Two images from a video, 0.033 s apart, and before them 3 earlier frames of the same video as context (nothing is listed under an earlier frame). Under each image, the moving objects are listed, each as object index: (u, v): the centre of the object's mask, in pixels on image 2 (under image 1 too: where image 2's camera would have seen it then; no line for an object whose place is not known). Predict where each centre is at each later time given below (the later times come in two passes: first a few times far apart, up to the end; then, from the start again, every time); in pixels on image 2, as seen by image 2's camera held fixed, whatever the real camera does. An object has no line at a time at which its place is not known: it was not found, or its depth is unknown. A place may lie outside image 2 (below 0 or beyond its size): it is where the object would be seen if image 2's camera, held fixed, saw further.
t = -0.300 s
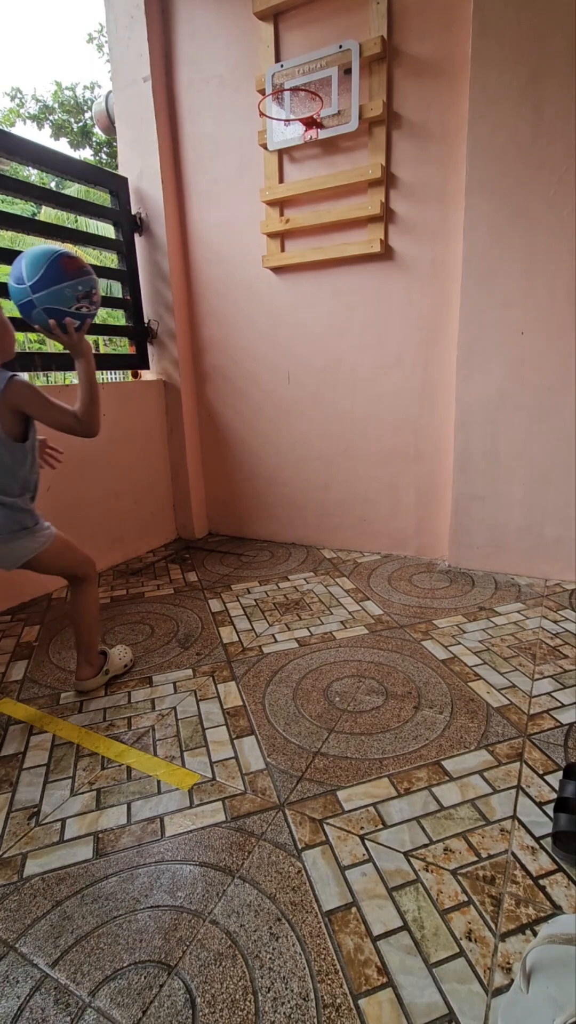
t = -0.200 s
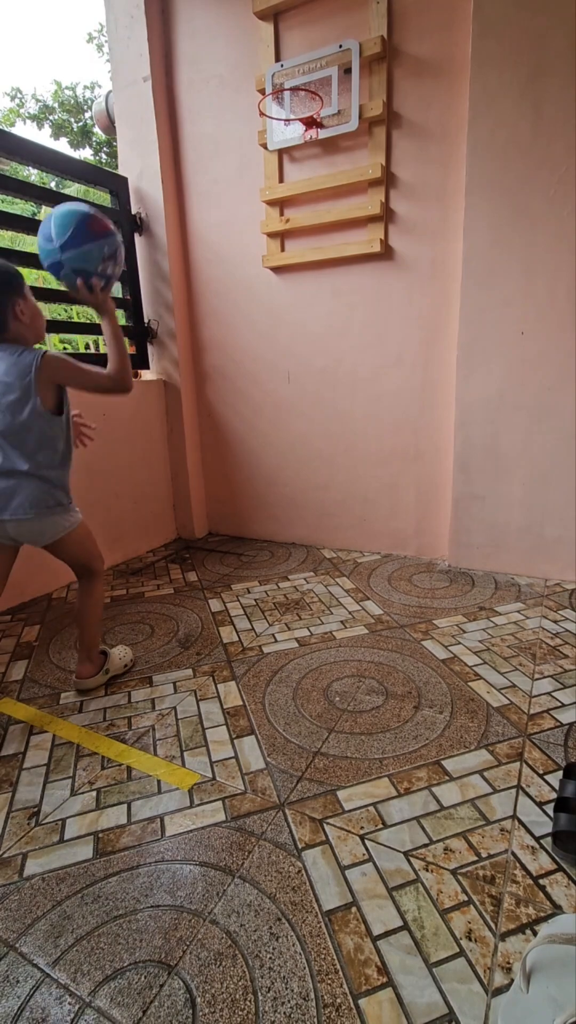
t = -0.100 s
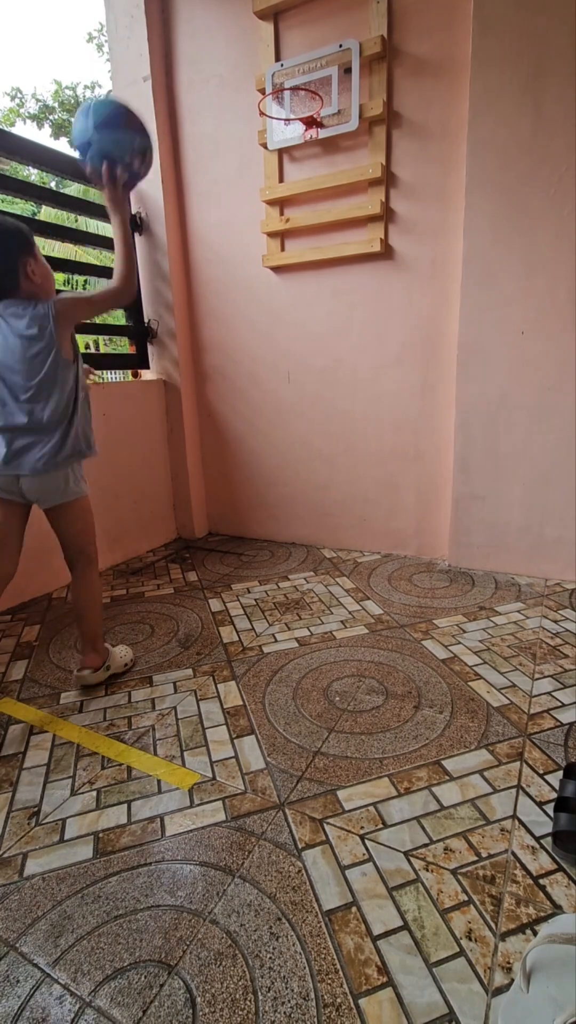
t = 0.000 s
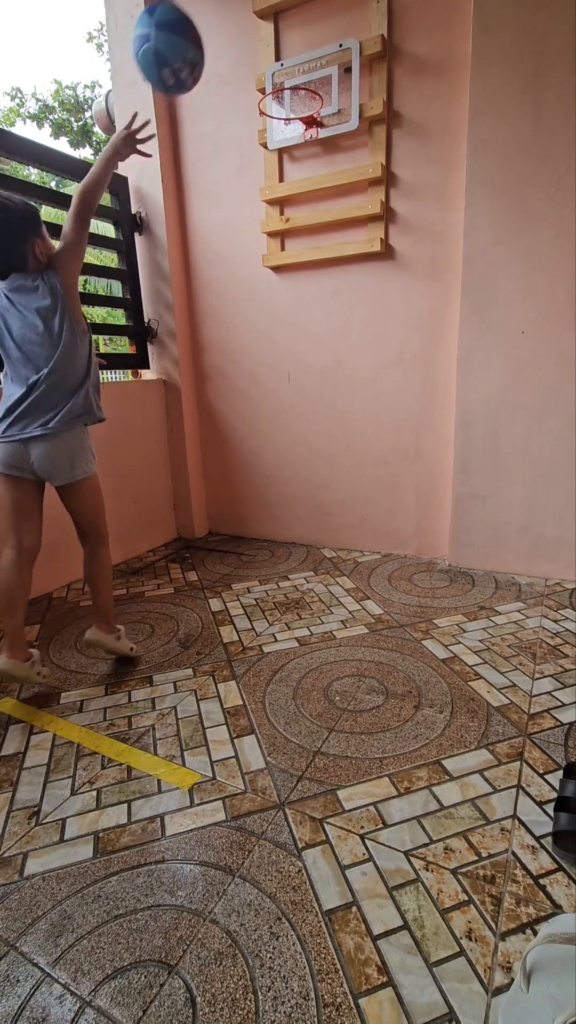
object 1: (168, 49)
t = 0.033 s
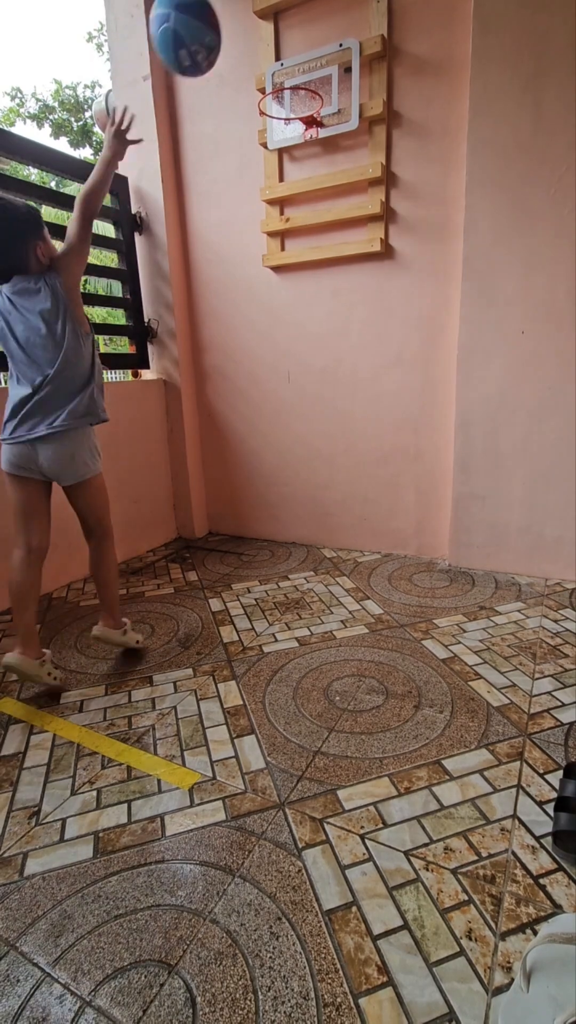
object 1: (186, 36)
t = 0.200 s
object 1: (266, 29)
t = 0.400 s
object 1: (310, 69)
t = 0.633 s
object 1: (290, 119)
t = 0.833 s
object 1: (312, 261)
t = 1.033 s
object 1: (334, 482)
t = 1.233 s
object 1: (333, 418)
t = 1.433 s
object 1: (325, 294)
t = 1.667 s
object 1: (318, 283)
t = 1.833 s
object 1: (316, 370)
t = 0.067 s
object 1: (204, 29)
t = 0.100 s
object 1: (222, 26)
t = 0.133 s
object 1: (237, 25)
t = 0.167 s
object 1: (252, 26)
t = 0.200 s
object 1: (266, 29)
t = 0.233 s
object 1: (279, 35)
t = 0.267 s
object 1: (292, 48)
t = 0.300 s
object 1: (304, 65)
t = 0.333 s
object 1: (311, 77)
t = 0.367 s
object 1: (314, 77)
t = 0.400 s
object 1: (310, 69)
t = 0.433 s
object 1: (305, 65)
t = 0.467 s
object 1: (300, 65)
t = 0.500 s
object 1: (296, 69)
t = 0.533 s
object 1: (291, 76)
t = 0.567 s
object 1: (286, 87)
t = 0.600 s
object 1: (287, 102)
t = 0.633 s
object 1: (290, 119)
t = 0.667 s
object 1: (294, 135)
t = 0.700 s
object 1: (298, 154)
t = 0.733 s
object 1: (301, 177)
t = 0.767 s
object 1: (305, 202)
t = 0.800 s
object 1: (309, 230)
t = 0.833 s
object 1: (312, 261)
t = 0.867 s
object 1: (316, 294)
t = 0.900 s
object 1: (320, 329)
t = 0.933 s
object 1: (324, 365)
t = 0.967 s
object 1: (327, 402)
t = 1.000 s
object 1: (331, 442)
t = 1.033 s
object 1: (334, 482)
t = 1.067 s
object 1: (337, 522)
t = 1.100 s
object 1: (339, 542)
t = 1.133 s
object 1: (337, 508)
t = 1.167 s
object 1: (336, 477)
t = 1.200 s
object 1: (334, 447)
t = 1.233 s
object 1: (333, 418)
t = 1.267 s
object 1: (331, 392)
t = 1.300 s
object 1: (330, 367)
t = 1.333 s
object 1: (329, 345)
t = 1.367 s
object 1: (327, 325)
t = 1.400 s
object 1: (326, 309)
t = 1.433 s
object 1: (325, 294)
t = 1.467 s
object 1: (323, 283)
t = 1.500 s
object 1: (322, 275)
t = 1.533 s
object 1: (321, 270)
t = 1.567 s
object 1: (321, 268)
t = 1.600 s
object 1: (320, 270)
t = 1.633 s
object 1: (319, 274)
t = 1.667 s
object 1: (318, 283)
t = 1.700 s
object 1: (318, 294)
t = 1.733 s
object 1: (317, 309)
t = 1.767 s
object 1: (317, 326)
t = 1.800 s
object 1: (316, 347)
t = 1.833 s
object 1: (316, 370)
